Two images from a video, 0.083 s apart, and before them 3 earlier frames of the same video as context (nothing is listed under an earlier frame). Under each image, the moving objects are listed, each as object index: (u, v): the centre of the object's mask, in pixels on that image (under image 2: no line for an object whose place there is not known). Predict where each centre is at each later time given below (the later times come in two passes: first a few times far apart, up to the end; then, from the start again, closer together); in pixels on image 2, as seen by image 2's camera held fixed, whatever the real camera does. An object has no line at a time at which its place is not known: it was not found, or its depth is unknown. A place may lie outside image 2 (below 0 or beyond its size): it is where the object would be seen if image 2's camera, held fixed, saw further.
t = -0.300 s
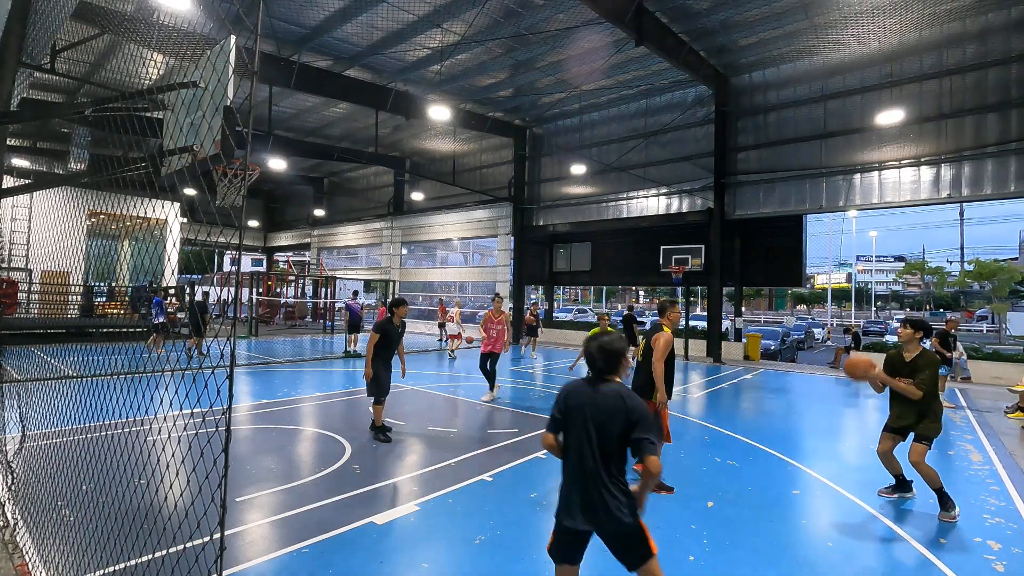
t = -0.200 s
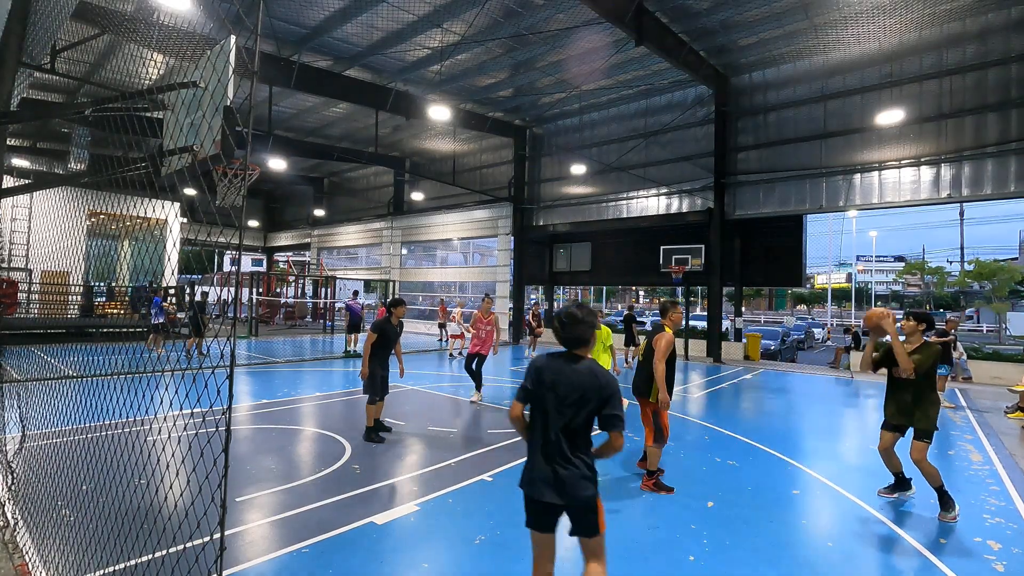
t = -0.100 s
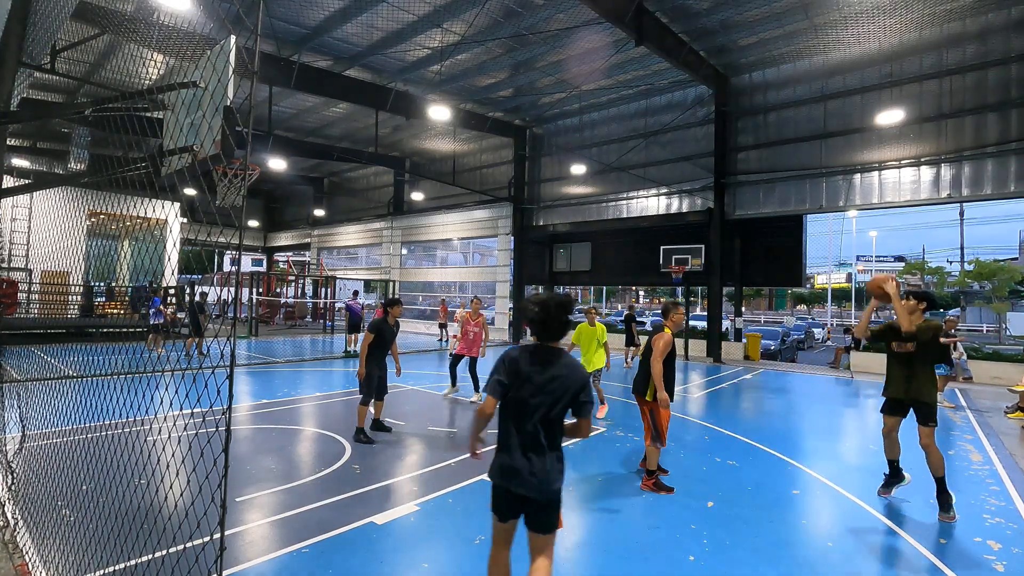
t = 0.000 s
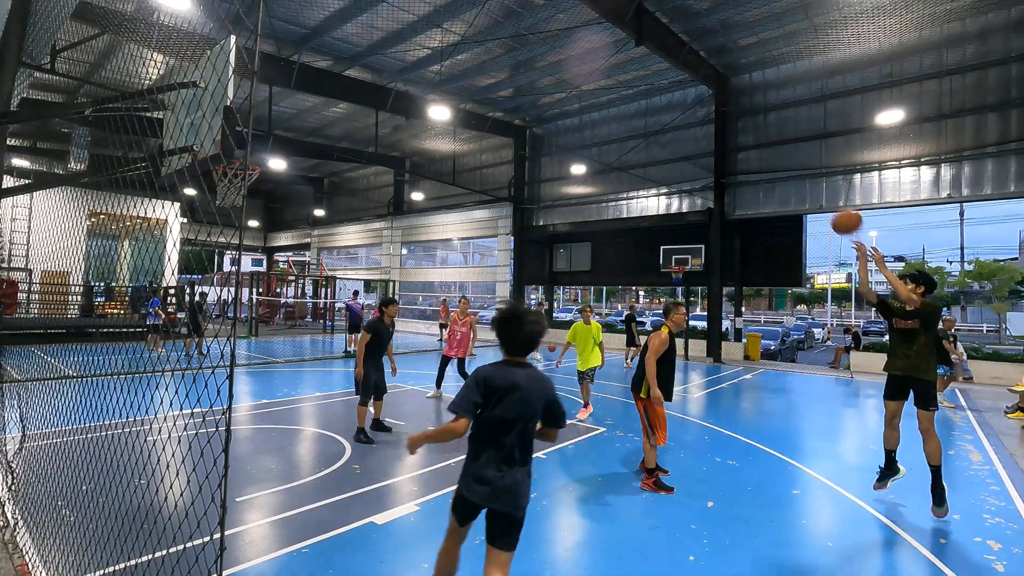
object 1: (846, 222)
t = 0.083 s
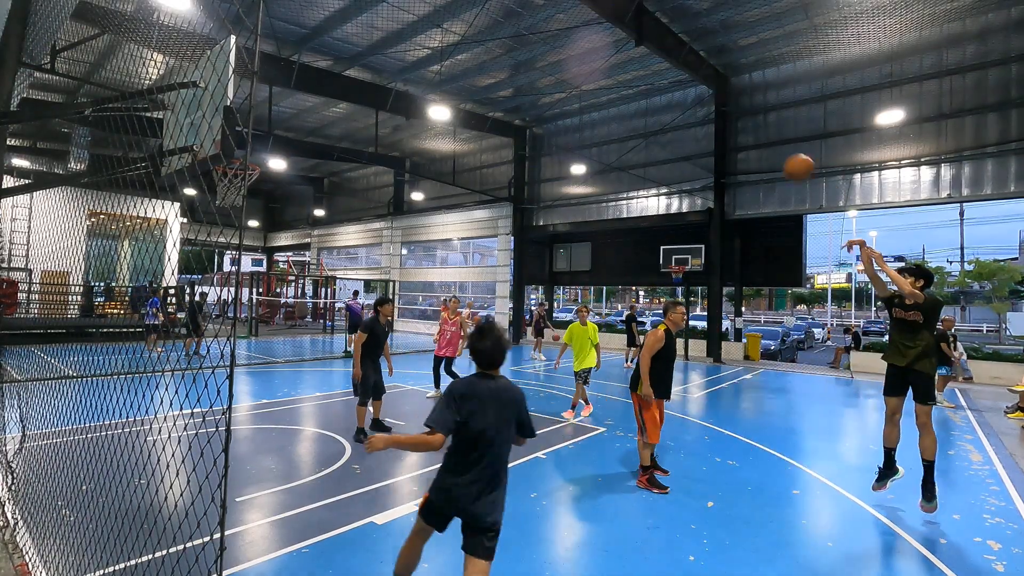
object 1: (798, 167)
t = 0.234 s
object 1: (715, 92)
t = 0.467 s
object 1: (591, 25)
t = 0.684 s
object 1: (480, 13)
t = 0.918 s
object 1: (365, 50)
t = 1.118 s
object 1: (269, 121)
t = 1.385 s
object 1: (280, 148)
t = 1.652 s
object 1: (381, 209)
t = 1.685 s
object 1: (393, 221)
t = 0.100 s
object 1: (790, 158)
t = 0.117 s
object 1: (780, 148)
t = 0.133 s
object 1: (771, 139)
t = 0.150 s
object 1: (761, 130)
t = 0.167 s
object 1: (752, 123)
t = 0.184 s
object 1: (742, 114)
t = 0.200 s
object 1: (733, 107)
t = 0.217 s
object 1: (724, 100)
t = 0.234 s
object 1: (715, 92)
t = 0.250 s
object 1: (706, 86)
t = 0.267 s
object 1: (697, 79)
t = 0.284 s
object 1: (688, 73)
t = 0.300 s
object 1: (679, 67)
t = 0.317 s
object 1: (670, 61)
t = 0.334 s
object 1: (662, 57)
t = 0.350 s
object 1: (652, 52)
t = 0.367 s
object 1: (644, 47)
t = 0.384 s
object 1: (635, 42)
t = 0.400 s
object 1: (626, 38)
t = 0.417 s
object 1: (618, 34)
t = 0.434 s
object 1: (609, 31)
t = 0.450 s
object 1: (600, 28)
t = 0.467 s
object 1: (591, 25)
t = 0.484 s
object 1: (583, 21)
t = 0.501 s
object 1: (574, 20)
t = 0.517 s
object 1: (565, 18)
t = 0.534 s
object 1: (556, 16)
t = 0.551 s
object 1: (548, 14)
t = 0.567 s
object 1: (539, 13)
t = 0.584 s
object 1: (531, 12)
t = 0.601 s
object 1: (522, 12)
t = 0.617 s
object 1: (514, 12)
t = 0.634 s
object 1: (506, 12)
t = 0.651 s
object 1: (498, 12)
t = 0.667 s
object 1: (489, 12)
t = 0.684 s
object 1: (480, 13)
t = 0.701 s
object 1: (472, 13)
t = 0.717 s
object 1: (463, 14)
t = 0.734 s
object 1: (455, 15)
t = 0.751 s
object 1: (447, 18)
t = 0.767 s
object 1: (439, 20)
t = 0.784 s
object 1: (431, 22)
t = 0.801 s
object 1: (422, 25)
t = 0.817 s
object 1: (414, 27)
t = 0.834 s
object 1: (406, 30)
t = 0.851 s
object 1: (398, 34)
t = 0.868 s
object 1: (390, 37)
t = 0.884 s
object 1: (382, 41)
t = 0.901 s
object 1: (374, 45)
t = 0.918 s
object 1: (365, 50)
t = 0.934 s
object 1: (357, 55)
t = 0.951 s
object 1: (349, 58)
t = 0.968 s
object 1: (341, 64)
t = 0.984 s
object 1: (333, 69)
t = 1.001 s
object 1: (326, 75)
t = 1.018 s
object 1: (318, 81)
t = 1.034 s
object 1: (310, 86)
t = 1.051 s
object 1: (302, 92)
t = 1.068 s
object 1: (294, 99)
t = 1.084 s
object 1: (285, 107)
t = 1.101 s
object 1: (277, 115)
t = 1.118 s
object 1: (269, 121)
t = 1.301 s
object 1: (247, 147)
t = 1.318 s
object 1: (253, 145)
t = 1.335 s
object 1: (261, 146)
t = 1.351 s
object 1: (265, 146)
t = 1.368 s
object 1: (273, 146)
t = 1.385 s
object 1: (280, 148)
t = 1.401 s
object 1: (286, 150)
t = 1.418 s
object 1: (293, 153)
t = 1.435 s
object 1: (299, 156)
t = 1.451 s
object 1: (305, 159)
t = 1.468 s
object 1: (312, 161)
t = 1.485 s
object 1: (319, 165)
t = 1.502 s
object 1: (325, 168)
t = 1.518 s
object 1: (331, 172)
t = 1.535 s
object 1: (337, 175)
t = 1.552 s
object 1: (343, 178)
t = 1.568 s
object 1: (349, 183)
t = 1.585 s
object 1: (356, 187)
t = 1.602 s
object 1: (363, 192)
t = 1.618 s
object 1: (369, 197)
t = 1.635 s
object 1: (375, 202)
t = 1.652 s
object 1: (381, 209)
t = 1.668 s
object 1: (387, 215)
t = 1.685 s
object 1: (393, 221)
